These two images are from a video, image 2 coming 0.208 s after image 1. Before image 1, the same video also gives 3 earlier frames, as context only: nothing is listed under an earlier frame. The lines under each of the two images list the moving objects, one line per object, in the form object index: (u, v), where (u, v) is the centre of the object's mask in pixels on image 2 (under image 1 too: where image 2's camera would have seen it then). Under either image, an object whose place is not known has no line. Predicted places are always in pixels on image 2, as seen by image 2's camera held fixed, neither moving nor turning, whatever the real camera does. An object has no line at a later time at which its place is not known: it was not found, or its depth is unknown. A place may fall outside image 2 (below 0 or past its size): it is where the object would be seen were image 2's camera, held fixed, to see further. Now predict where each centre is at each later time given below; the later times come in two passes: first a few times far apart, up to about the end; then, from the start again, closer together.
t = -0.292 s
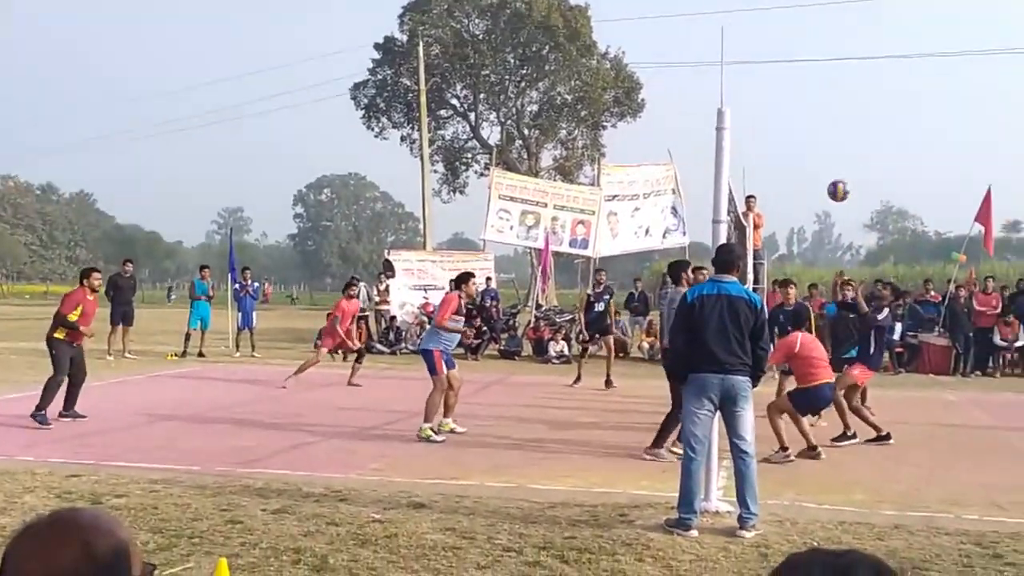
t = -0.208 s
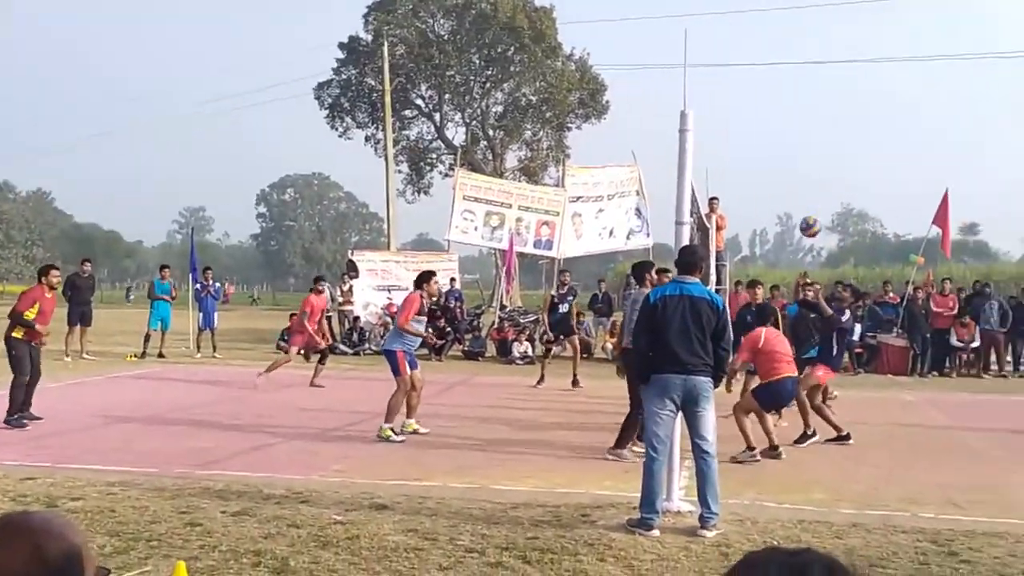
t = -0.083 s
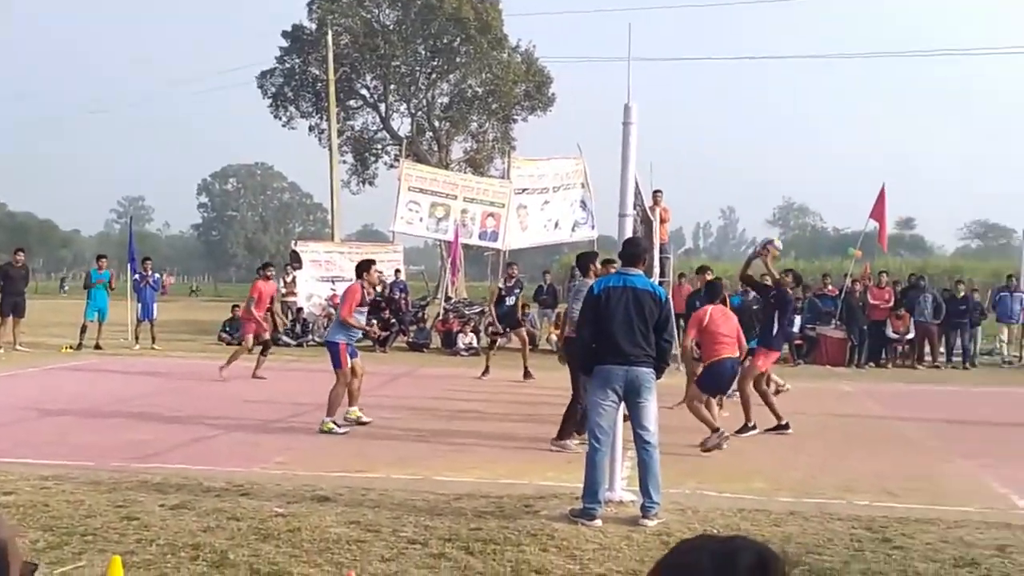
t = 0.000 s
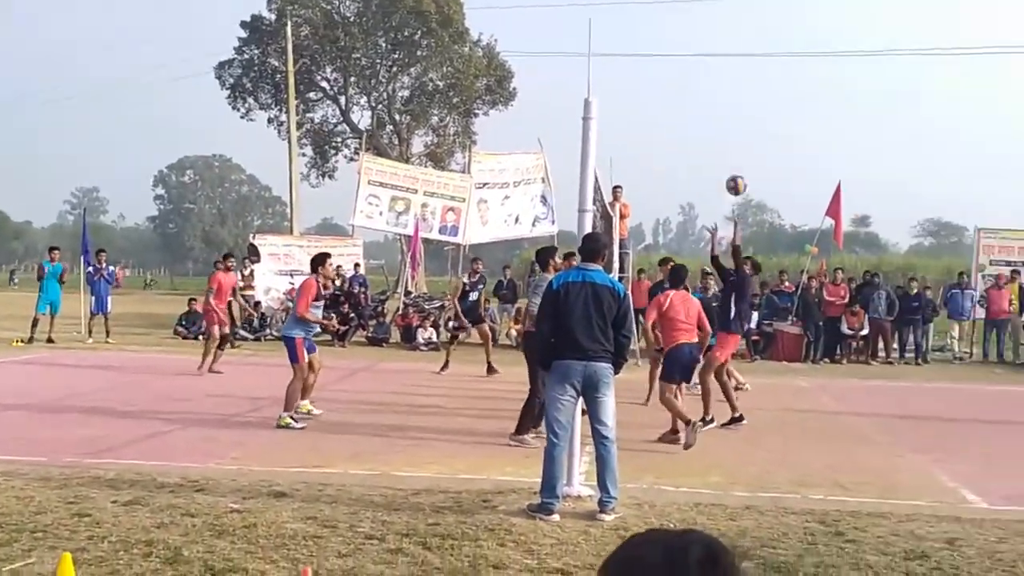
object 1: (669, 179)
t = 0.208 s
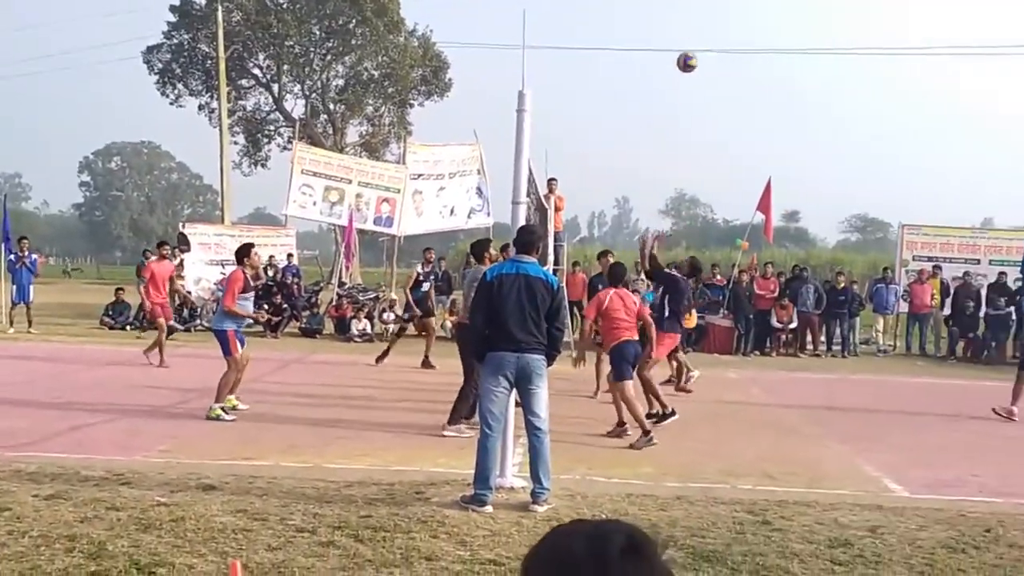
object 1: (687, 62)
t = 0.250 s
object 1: (689, 49)
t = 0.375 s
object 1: (699, 6)
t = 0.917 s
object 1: (727, 14)
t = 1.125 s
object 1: (734, 90)
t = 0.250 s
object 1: (689, 49)
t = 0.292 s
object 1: (693, 30)
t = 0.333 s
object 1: (695, 19)
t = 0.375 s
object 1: (699, 6)
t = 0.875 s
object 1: (726, 6)
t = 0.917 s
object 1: (727, 14)
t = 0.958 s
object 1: (729, 28)
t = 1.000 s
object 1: (730, 45)
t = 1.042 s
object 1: (732, 56)
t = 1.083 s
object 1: (733, 76)
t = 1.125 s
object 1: (734, 90)
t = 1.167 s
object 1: (736, 113)
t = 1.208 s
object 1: (737, 129)
